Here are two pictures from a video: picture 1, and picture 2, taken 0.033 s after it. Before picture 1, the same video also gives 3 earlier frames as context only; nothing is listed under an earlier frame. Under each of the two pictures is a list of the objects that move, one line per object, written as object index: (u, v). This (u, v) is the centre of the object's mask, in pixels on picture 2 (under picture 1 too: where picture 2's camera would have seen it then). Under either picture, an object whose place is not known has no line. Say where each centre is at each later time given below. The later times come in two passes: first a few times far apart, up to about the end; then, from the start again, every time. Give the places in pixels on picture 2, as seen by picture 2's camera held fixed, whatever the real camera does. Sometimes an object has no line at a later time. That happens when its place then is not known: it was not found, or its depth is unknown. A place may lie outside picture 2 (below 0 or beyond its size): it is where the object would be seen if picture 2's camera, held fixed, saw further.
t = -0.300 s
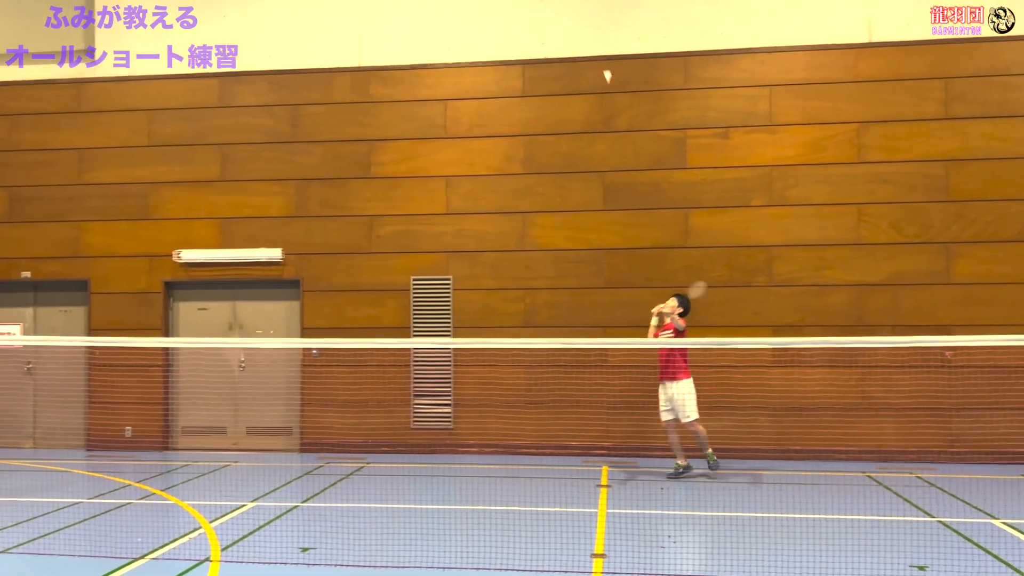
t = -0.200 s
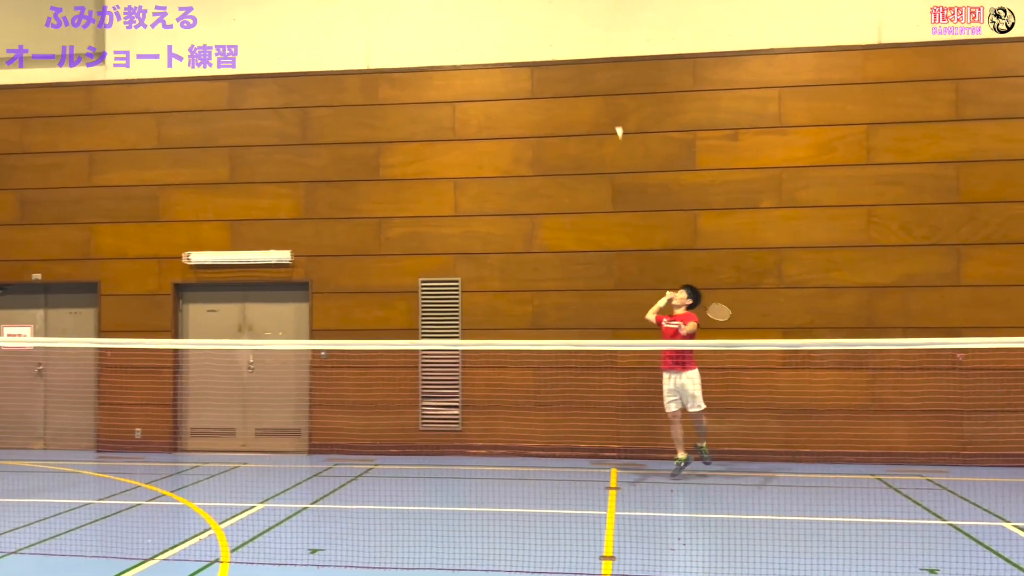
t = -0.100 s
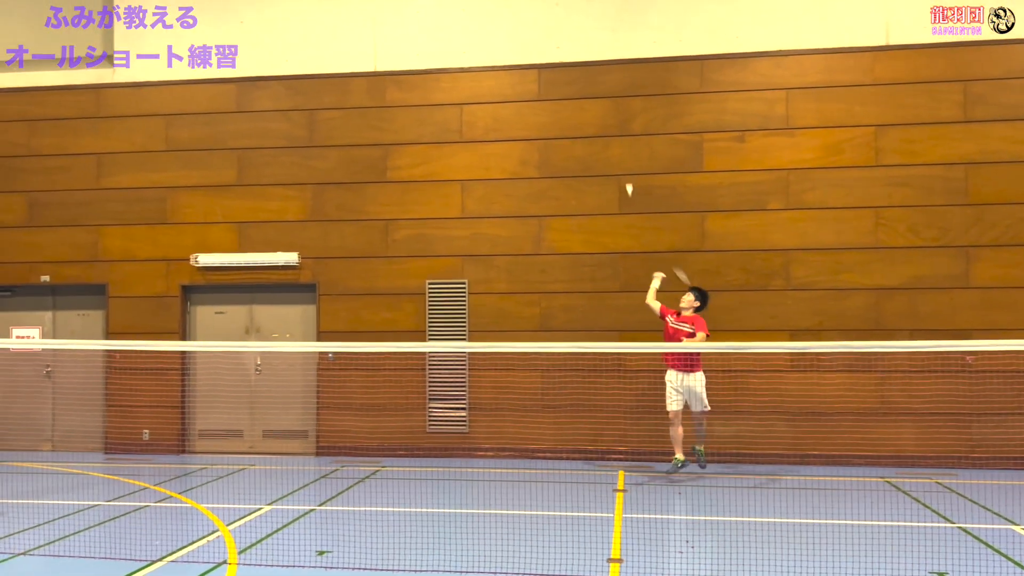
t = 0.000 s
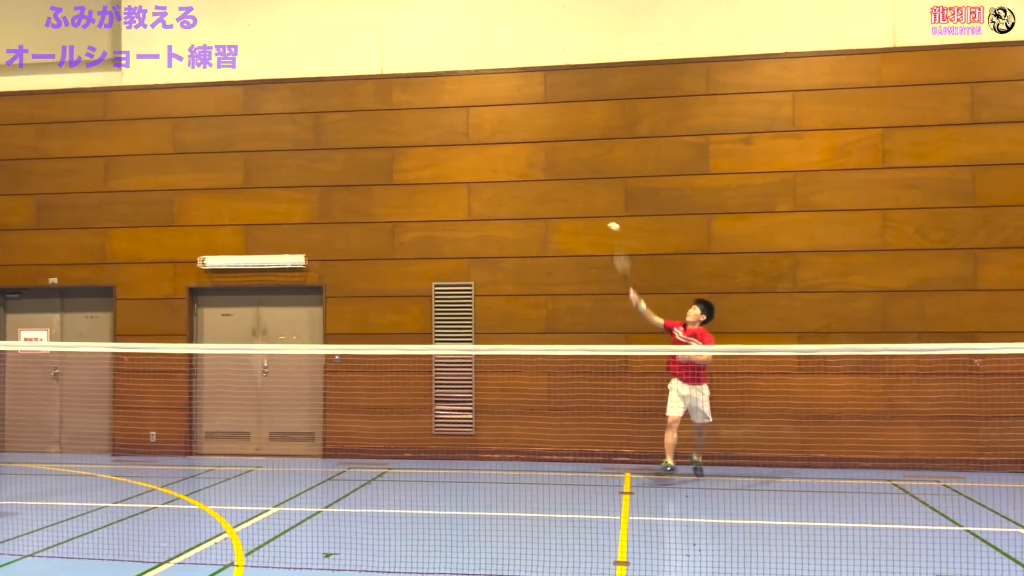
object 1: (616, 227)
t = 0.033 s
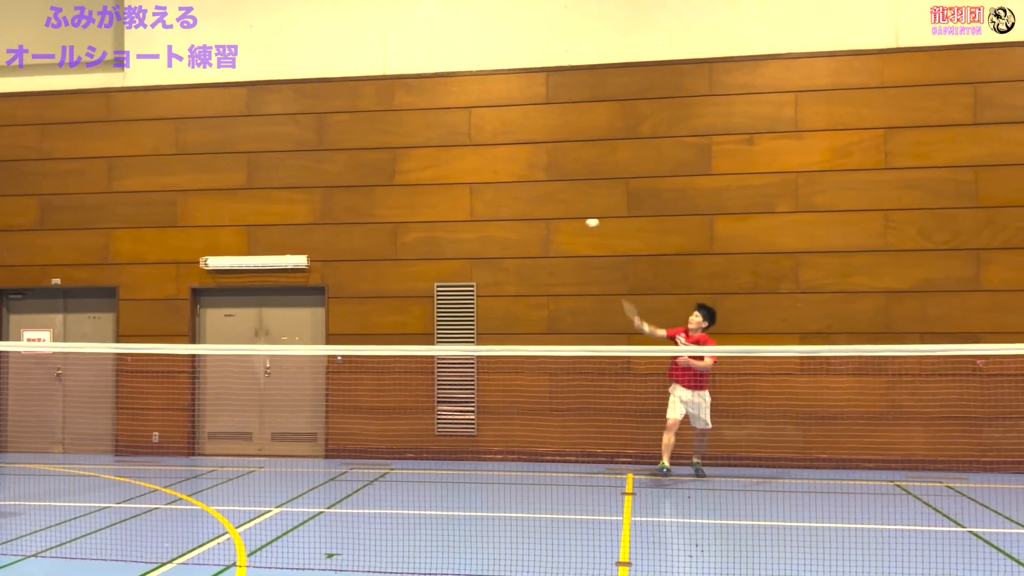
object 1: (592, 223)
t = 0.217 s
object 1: (459, 234)
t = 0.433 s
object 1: (240, 342)
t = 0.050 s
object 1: (580, 222)
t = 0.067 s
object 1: (569, 223)
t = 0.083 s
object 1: (558, 222)
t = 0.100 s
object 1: (547, 222)
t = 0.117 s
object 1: (535, 222)
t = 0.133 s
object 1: (523, 223)
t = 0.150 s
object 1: (511, 224)
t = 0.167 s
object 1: (498, 226)
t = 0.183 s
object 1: (485, 228)
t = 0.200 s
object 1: (472, 230)
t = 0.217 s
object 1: (459, 234)
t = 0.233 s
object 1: (445, 238)
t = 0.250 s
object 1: (430, 242)
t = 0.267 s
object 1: (416, 247)
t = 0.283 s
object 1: (401, 252)
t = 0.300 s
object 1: (386, 259)
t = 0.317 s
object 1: (369, 266)
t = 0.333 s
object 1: (353, 274)
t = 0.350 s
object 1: (336, 283)
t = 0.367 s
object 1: (318, 293)
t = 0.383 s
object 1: (300, 303)
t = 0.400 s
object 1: (281, 316)
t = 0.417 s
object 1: (261, 329)
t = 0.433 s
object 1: (240, 342)
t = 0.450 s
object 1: (217, 360)
